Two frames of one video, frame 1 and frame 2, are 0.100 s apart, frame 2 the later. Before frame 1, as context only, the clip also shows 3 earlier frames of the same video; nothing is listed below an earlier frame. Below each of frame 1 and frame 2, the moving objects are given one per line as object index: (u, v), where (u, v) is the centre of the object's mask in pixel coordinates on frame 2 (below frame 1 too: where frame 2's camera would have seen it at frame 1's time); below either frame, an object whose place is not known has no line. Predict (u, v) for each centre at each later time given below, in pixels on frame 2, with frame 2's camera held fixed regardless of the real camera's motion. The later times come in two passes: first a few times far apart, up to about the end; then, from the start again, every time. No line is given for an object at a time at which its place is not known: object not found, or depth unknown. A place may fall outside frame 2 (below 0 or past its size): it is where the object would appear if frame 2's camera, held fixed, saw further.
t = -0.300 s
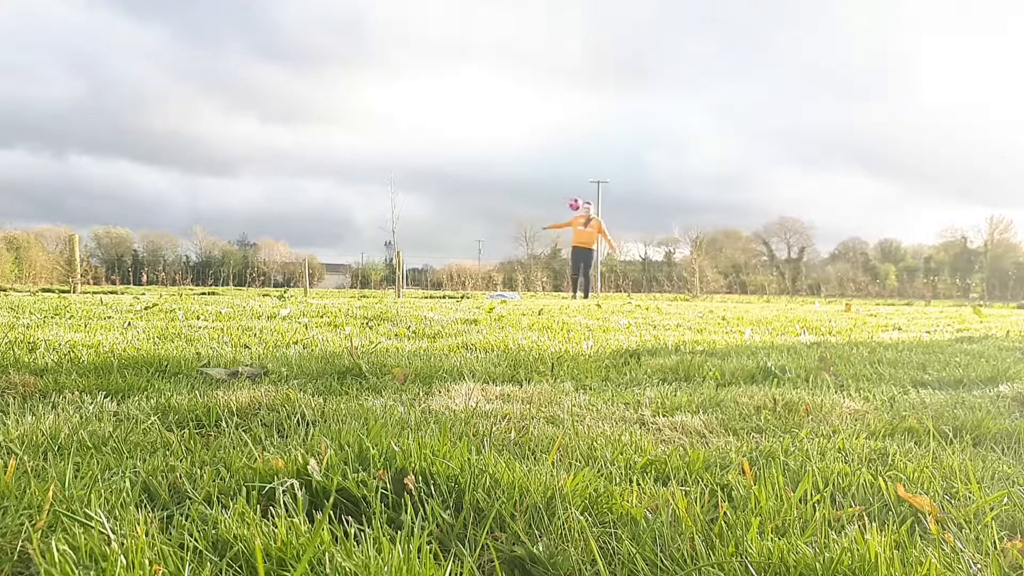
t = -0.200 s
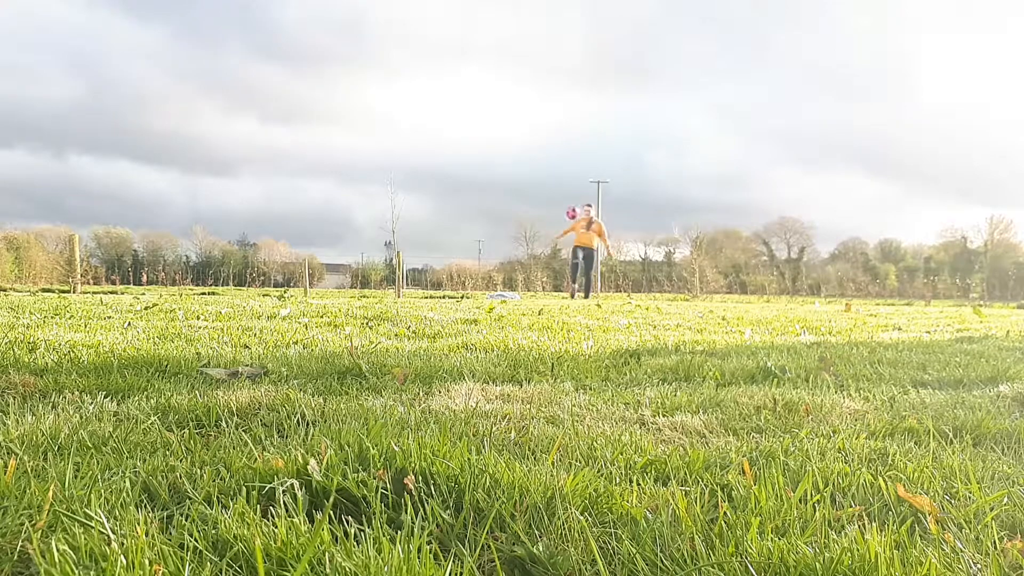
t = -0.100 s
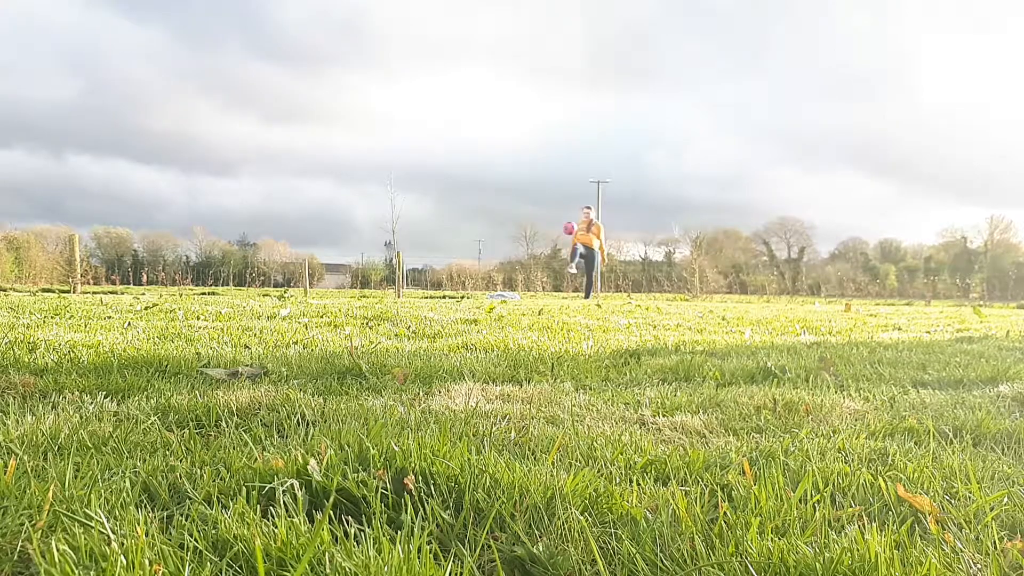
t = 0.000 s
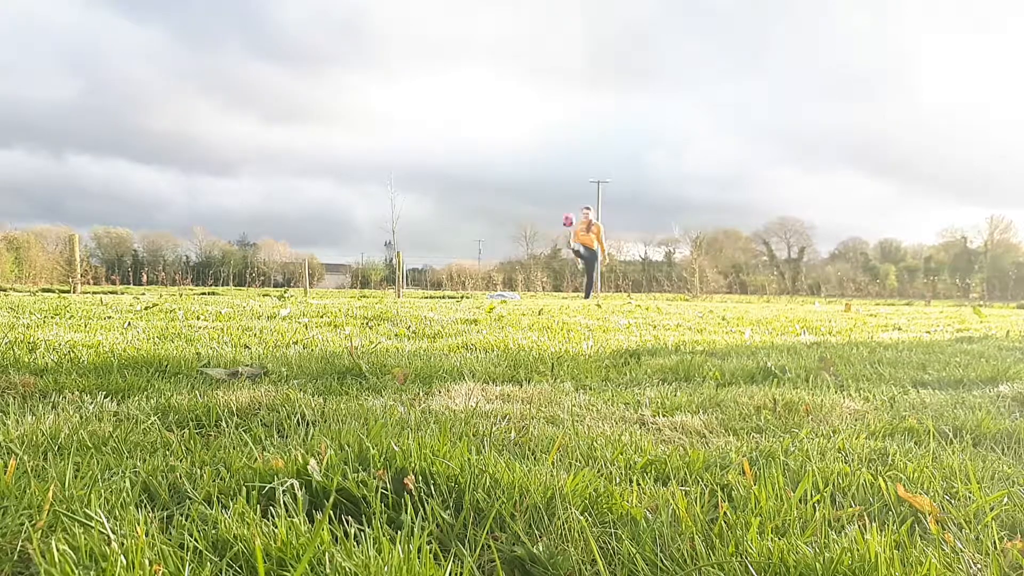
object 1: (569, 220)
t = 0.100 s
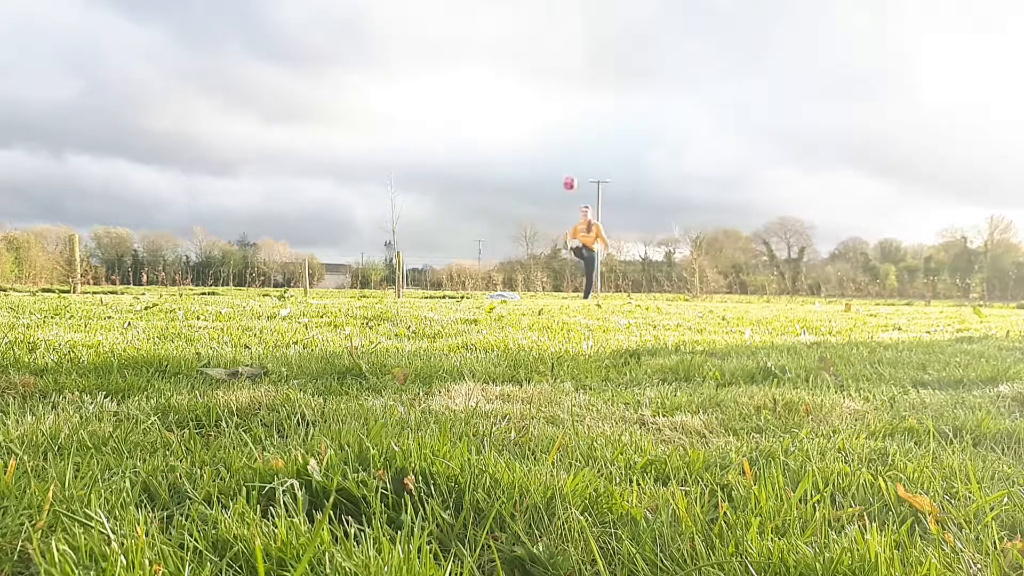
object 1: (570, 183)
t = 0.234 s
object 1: (570, 143)
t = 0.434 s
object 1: (570, 103)
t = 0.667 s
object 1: (568, 89)
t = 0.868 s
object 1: (564, 105)
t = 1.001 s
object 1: (560, 132)
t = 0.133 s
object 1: (569, 172)
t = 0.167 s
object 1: (569, 161)
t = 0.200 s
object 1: (570, 152)
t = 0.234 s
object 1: (570, 143)
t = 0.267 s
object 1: (570, 134)
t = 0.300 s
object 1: (570, 127)
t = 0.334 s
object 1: (570, 120)
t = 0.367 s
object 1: (570, 113)
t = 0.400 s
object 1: (570, 108)
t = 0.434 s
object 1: (570, 103)
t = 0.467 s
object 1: (570, 99)
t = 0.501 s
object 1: (569, 95)
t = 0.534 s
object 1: (569, 93)
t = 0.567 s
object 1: (569, 91)
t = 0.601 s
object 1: (569, 89)
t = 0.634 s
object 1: (568, 88)
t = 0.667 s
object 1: (568, 89)
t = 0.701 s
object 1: (567, 90)
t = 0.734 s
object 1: (567, 91)
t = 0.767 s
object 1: (566, 94)
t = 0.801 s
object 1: (566, 97)
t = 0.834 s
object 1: (565, 101)
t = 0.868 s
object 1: (564, 105)
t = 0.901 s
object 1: (563, 111)
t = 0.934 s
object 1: (562, 117)
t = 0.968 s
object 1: (561, 124)
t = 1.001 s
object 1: (560, 132)
